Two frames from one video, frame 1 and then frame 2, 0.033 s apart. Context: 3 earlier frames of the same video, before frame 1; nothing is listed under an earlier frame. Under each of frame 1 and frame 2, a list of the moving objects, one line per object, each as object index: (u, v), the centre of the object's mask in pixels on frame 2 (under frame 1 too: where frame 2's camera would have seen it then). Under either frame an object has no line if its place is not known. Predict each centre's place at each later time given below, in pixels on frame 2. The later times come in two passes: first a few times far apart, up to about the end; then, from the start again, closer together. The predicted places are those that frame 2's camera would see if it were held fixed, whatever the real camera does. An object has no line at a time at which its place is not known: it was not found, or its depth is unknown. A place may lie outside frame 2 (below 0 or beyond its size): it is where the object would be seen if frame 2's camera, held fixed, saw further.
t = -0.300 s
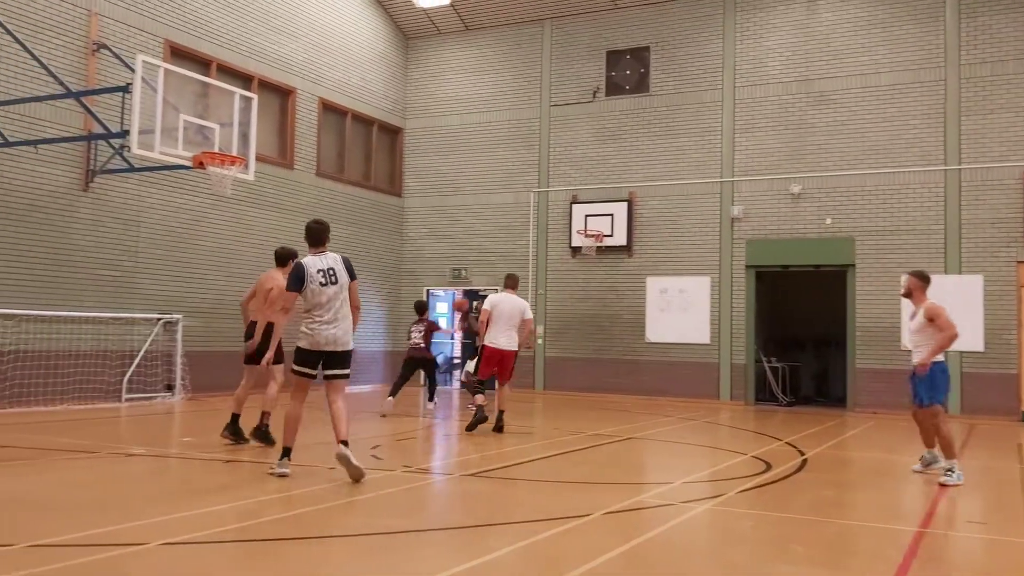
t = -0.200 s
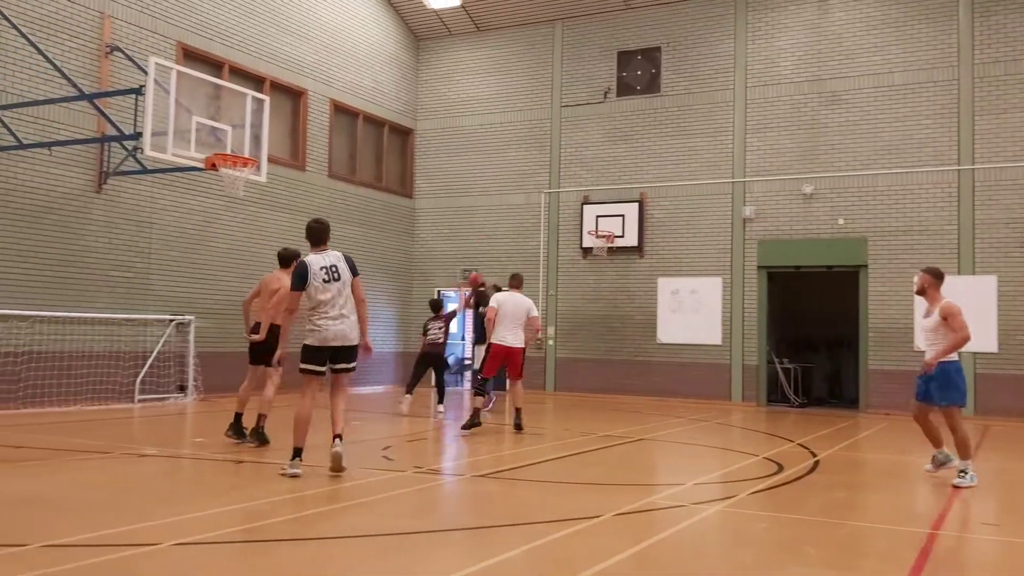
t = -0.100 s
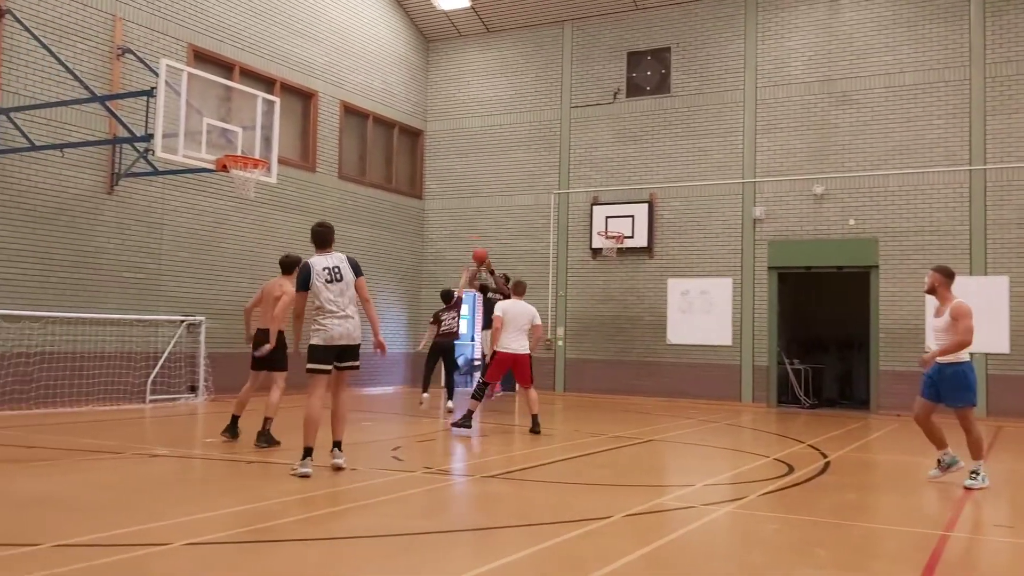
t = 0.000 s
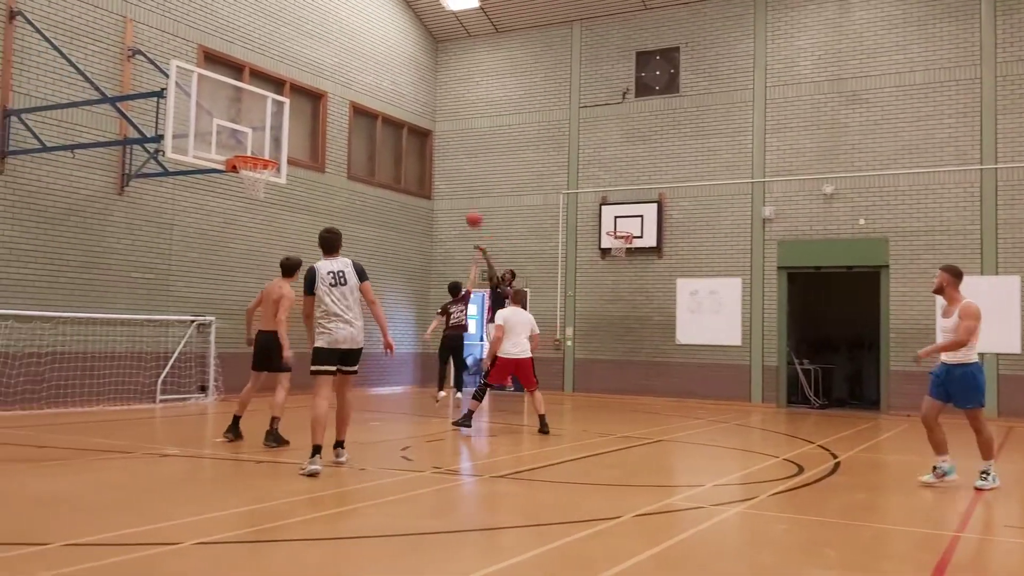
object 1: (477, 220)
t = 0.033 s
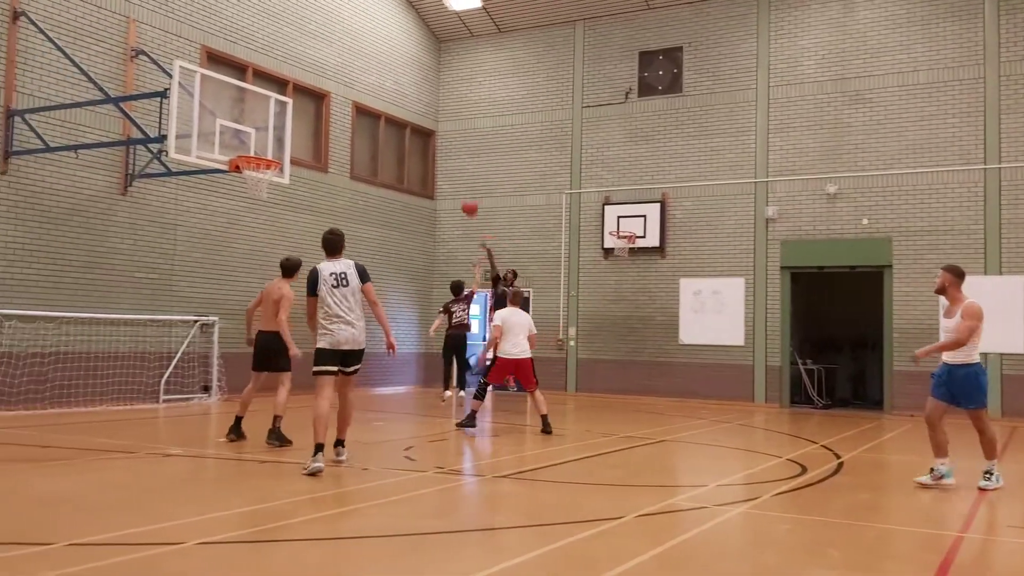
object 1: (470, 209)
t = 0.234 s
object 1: (428, 146)
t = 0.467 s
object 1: (374, 109)
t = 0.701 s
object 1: (311, 106)
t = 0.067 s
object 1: (463, 197)
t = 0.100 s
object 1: (456, 186)
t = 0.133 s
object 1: (449, 176)
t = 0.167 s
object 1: (443, 166)
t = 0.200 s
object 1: (436, 156)
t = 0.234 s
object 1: (428, 146)
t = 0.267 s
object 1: (420, 139)
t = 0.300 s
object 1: (413, 133)
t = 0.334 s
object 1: (406, 126)
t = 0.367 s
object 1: (397, 120)
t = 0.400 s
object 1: (390, 117)
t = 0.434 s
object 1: (383, 112)
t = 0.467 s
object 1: (374, 109)
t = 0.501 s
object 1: (365, 107)
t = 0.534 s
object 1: (356, 105)
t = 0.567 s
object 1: (347, 104)
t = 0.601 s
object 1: (336, 103)
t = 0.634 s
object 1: (328, 102)
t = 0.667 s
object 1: (320, 103)
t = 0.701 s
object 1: (311, 106)
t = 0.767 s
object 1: (290, 114)
